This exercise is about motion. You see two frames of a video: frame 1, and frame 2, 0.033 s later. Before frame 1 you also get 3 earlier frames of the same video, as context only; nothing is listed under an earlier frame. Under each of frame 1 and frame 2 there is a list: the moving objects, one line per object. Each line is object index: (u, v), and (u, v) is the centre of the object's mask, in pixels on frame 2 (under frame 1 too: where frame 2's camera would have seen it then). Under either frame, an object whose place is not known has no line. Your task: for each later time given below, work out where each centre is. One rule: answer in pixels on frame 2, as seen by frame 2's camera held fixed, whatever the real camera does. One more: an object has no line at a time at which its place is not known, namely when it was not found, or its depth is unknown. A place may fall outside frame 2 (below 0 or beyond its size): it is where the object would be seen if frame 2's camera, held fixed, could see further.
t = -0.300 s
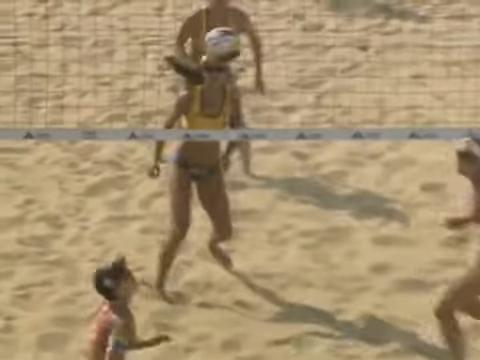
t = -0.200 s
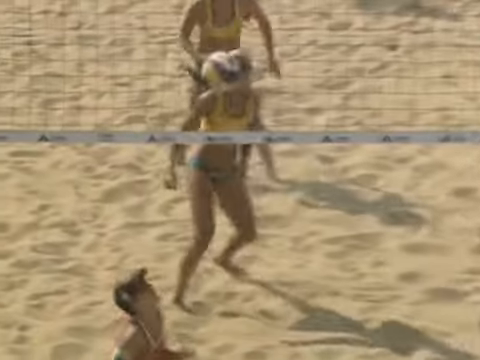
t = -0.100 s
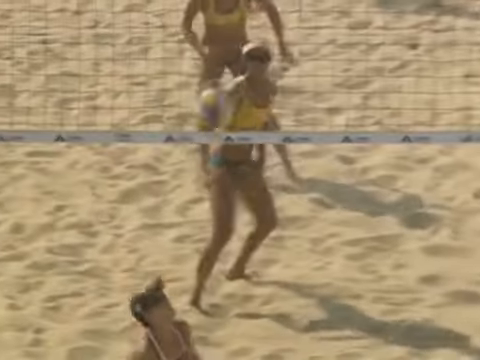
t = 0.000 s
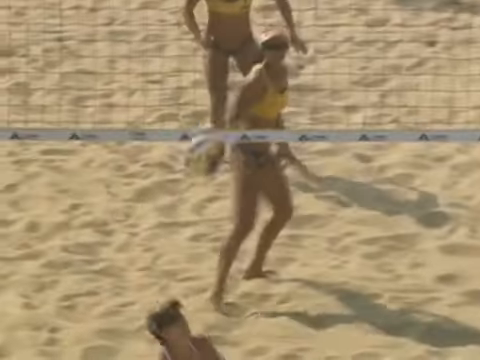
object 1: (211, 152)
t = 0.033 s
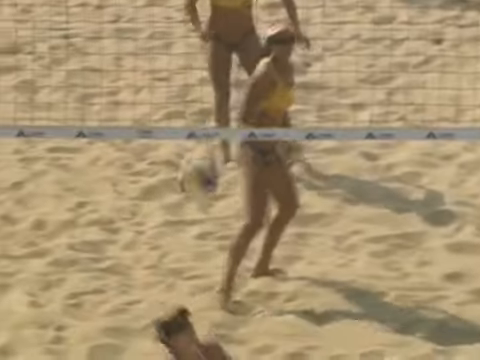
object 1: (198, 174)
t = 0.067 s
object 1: (191, 191)
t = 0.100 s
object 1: (182, 210)
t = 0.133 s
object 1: (171, 238)
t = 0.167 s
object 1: (167, 252)
